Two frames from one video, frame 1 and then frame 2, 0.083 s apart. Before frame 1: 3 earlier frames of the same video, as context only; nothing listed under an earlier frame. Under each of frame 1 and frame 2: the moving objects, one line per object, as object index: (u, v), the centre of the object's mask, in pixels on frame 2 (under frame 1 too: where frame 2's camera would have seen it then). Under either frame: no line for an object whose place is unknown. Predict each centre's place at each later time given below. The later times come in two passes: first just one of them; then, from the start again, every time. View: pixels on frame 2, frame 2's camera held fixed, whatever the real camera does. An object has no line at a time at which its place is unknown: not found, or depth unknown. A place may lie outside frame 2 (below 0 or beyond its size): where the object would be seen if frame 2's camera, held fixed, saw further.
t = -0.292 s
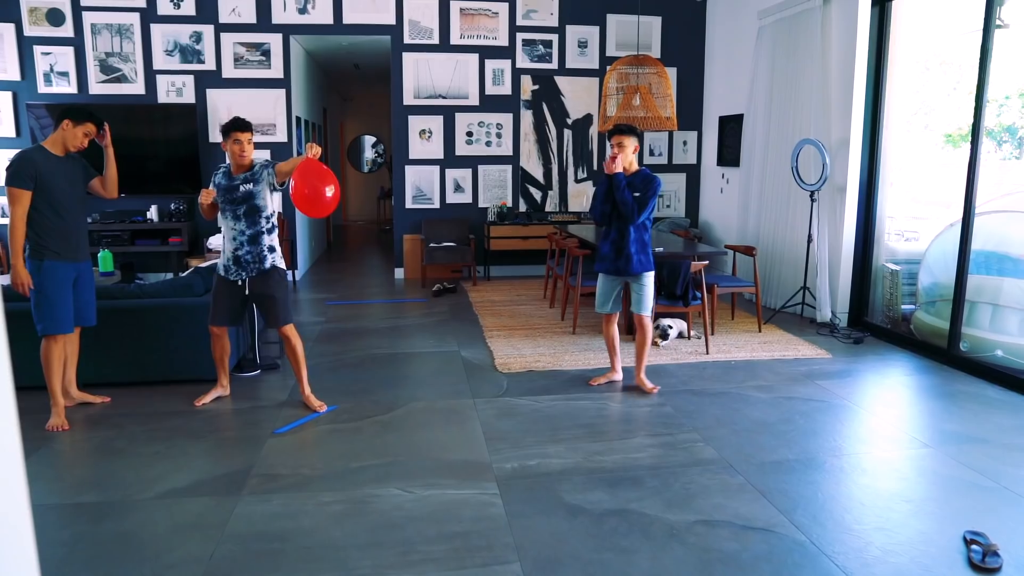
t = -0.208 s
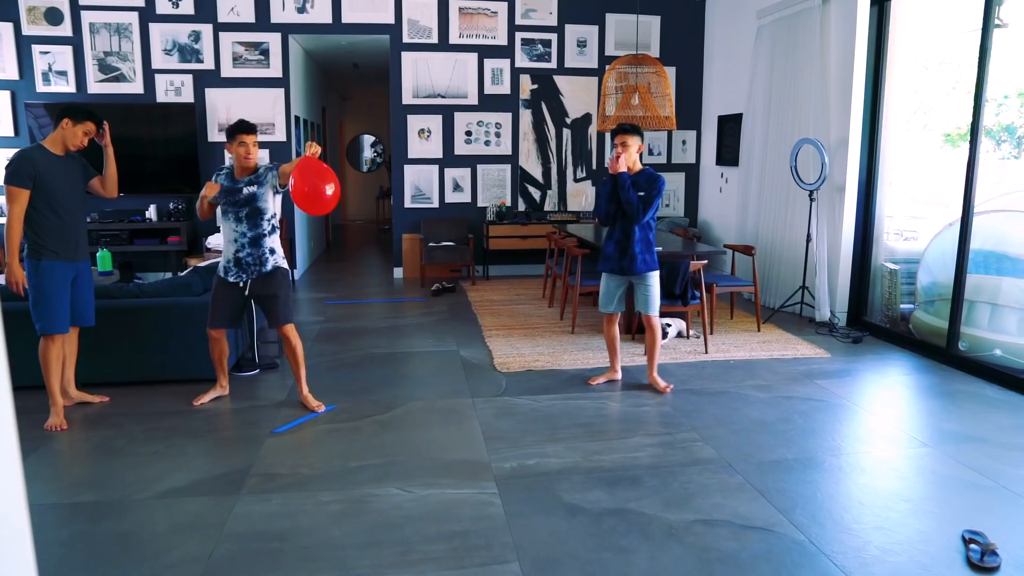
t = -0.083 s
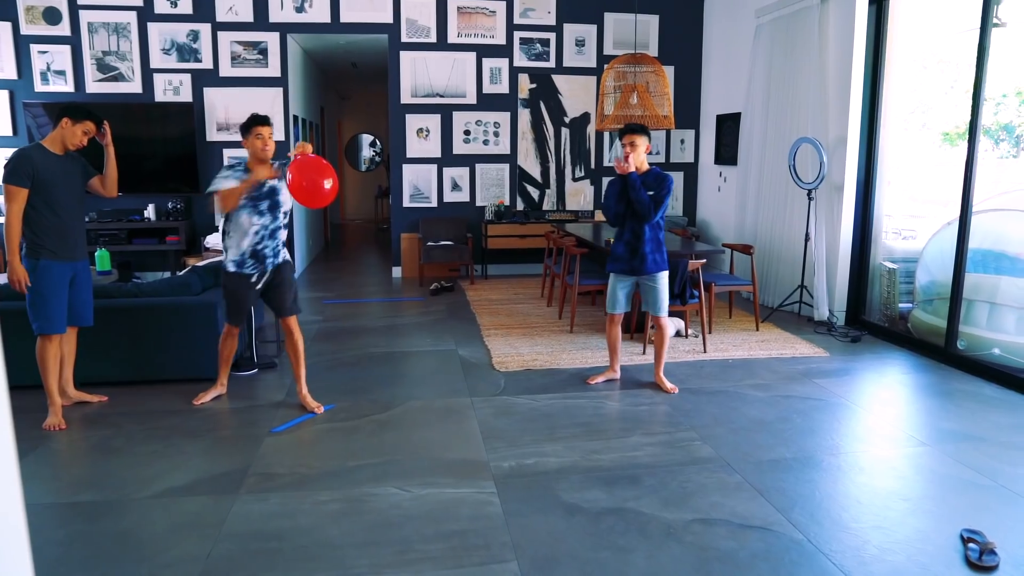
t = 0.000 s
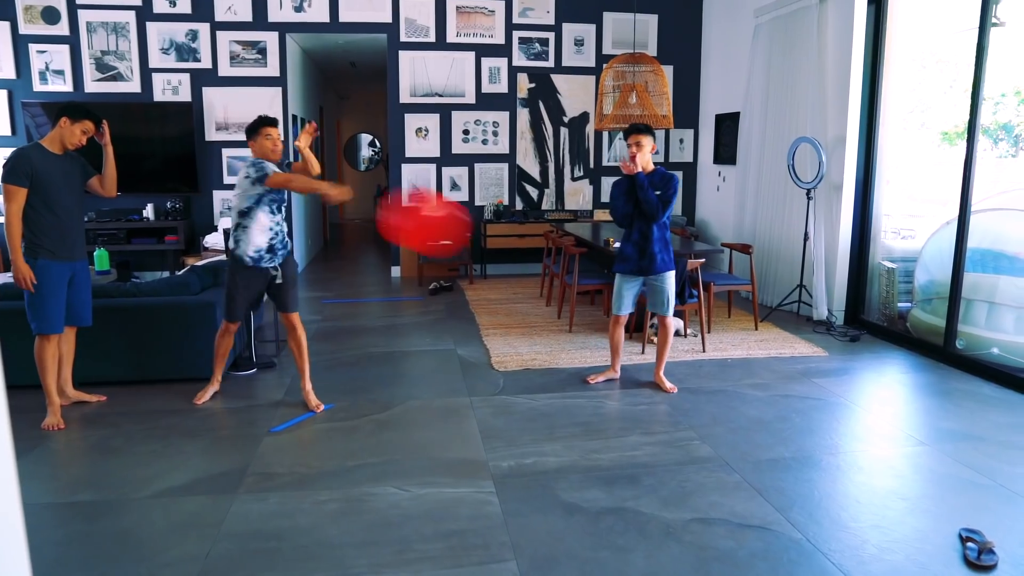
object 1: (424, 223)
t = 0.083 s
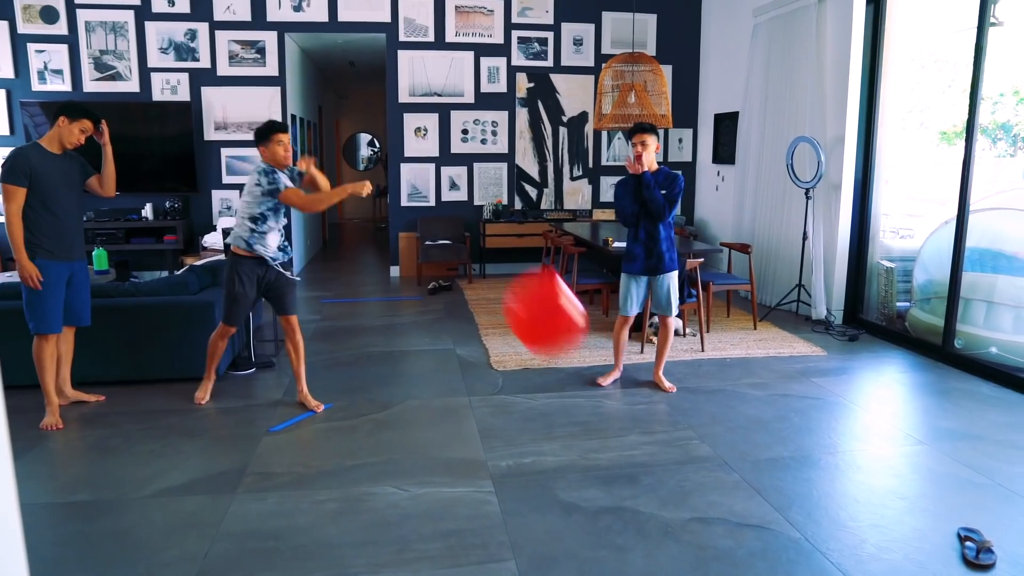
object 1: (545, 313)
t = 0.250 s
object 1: (687, 461)
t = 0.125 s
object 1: (589, 363)
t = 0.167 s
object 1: (627, 405)
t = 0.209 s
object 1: (660, 434)
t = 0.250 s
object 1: (687, 461)
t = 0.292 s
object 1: (710, 483)
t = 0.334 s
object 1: (729, 502)
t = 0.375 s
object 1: (746, 521)
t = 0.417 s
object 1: (762, 539)
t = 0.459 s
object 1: (774, 552)
